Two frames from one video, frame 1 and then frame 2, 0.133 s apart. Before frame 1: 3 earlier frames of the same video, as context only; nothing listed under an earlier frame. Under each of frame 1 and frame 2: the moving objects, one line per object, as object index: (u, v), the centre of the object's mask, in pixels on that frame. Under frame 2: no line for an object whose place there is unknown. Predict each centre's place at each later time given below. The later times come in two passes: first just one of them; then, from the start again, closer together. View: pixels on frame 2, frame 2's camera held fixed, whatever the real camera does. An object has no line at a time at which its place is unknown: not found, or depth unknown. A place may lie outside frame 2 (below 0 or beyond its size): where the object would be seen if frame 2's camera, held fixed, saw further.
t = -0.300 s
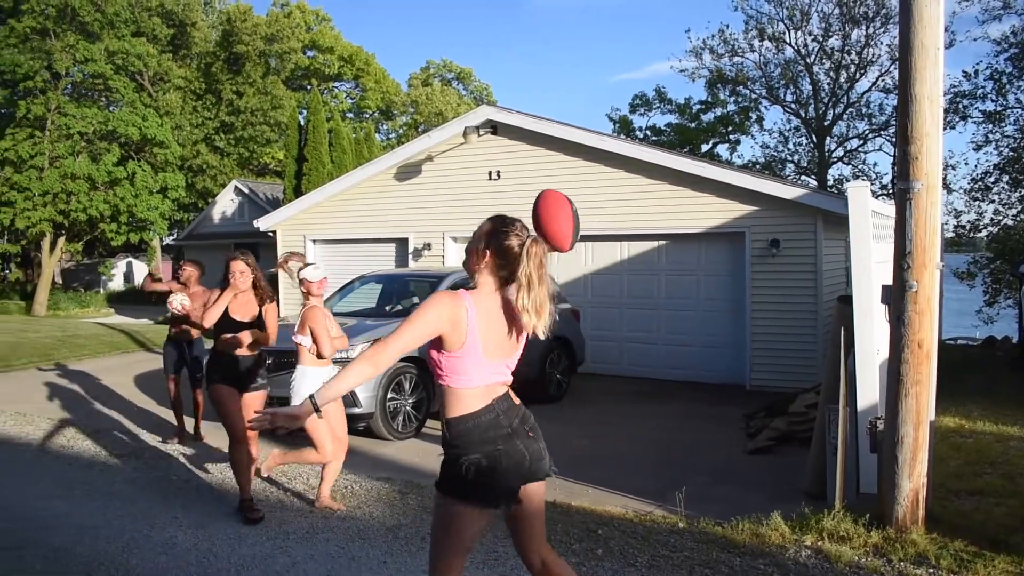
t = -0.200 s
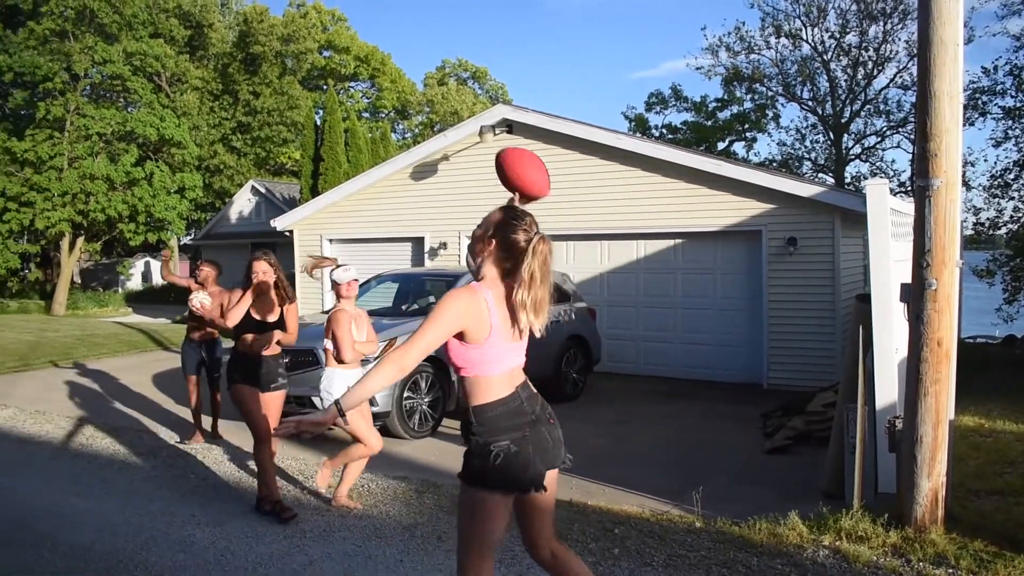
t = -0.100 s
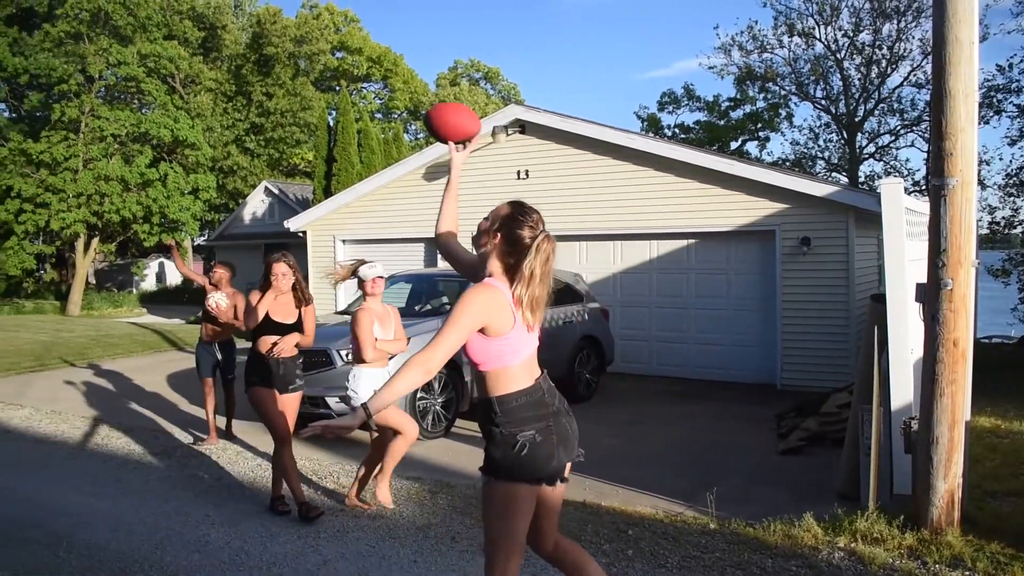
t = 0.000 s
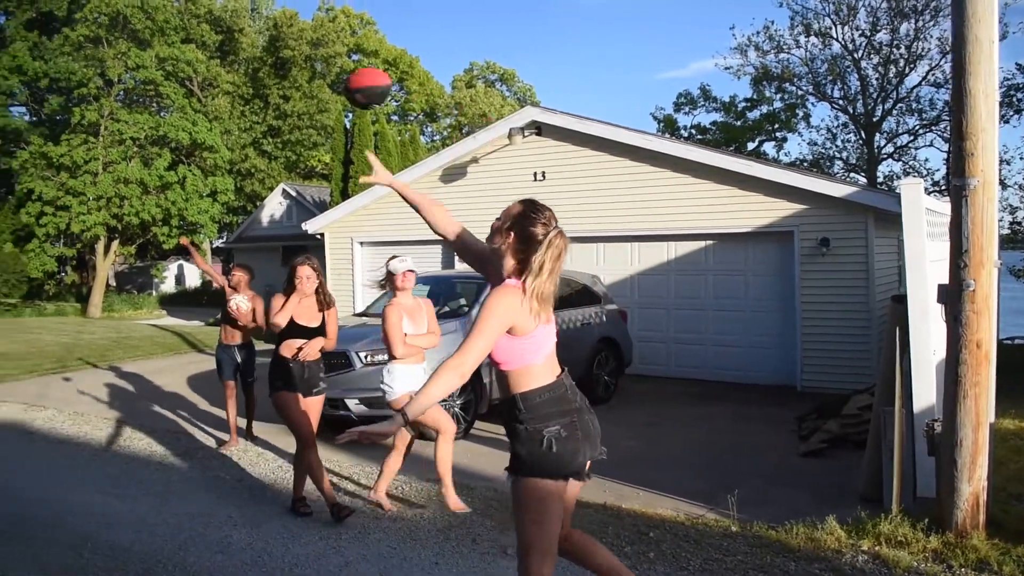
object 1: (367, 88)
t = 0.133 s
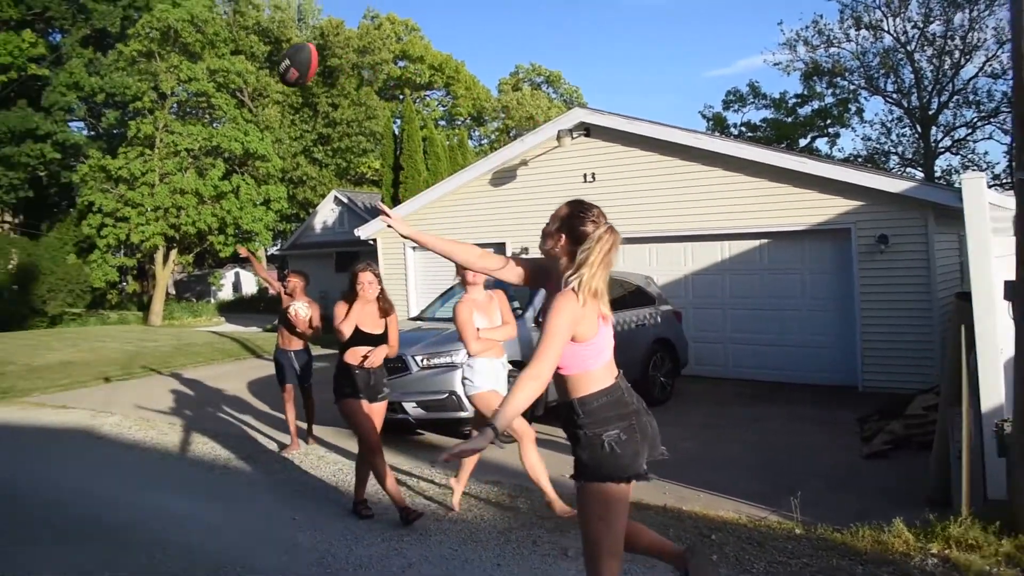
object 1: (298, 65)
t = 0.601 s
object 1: (17, 63)
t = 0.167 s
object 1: (271, 60)
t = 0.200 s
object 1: (245, 56)
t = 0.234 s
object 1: (220, 53)
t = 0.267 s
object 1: (196, 51)
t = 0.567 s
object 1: (33, 59)
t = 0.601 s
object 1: (17, 63)
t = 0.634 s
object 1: (2, 66)
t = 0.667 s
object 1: (-12, 72)
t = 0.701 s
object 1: (-26, 78)
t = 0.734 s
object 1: (-39, 83)
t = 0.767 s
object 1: (-55, 88)
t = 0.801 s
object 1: (-69, 94)
